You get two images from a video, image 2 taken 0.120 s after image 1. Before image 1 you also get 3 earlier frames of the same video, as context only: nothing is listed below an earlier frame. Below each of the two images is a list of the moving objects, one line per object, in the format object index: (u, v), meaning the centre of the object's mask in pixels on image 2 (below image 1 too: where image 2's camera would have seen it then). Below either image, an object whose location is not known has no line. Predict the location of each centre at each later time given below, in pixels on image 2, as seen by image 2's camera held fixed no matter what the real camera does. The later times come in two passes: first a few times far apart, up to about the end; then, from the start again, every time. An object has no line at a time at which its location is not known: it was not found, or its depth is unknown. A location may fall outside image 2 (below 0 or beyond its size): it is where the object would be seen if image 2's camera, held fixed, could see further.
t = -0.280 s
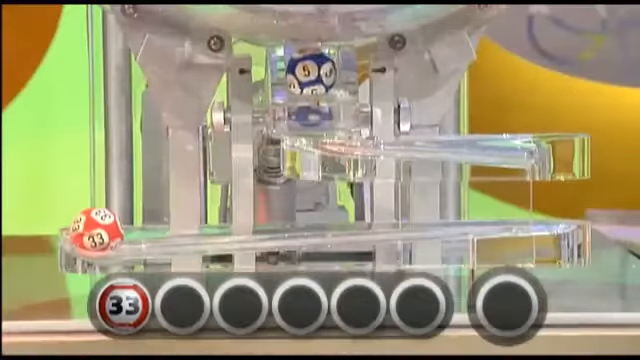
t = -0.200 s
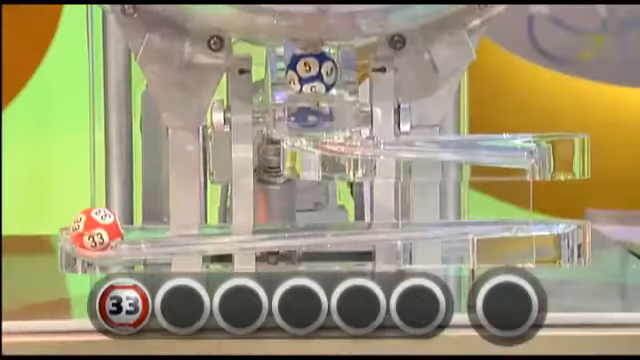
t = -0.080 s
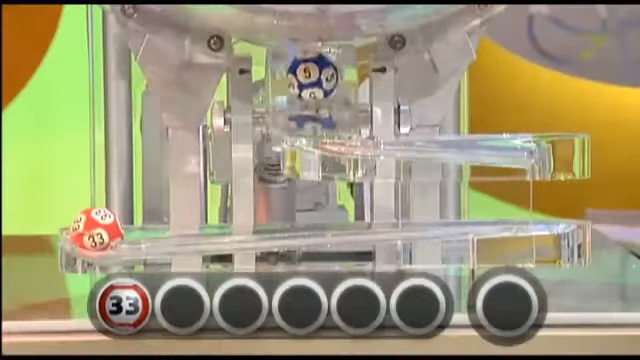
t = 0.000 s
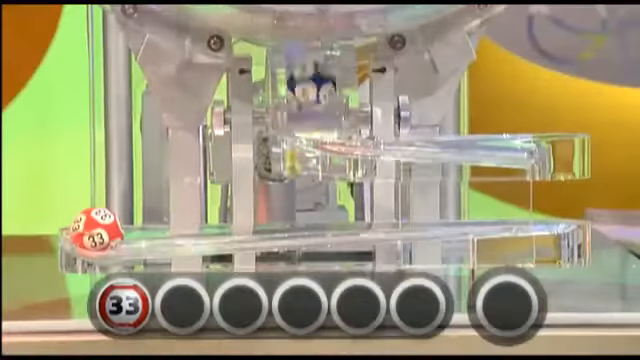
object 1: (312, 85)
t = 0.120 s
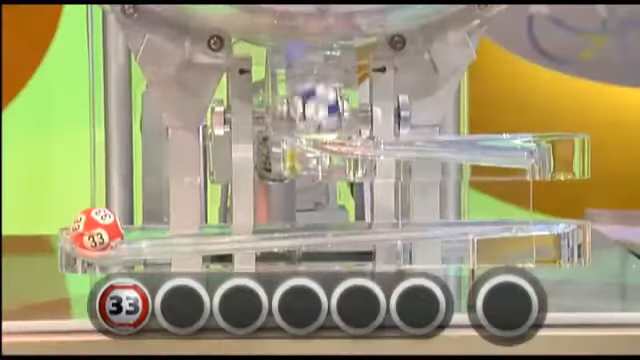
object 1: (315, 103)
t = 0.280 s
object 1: (322, 119)
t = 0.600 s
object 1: (469, 131)
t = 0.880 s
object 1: (552, 170)
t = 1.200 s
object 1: (548, 198)
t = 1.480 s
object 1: (534, 202)
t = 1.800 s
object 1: (499, 205)
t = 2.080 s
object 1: (445, 208)
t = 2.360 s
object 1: (379, 213)
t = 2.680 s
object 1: (283, 217)
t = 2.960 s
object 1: (184, 225)
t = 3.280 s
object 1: (160, 225)
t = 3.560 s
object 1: (154, 226)
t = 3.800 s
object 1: (153, 226)
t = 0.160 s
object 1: (319, 116)
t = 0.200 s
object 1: (317, 116)
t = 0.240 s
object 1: (320, 117)
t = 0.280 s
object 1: (322, 119)
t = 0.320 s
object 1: (332, 121)
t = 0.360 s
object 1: (345, 123)
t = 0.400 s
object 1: (363, 126)
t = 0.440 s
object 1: (386, 125)
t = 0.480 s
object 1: (402, 128)
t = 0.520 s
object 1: (425, 131)
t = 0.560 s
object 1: (446, 131)
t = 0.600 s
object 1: (469, 131)
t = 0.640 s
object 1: (492, 132)
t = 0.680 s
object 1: (516, 135)
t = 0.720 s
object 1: (536, 137)
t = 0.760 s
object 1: (553, 149)
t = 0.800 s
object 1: (554, 150)
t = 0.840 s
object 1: (553, 158)
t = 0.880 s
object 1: (552, 170)
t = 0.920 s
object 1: (552, 189)
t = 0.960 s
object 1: (548, 199)
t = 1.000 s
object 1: (552, 200)
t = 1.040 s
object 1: (552, 197)
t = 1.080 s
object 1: (550, 198)
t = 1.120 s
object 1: (549, 197)
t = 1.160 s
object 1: (549, 197)
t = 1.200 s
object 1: (548, 198)
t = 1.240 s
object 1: (546, 199)
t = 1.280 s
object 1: (545, 201)
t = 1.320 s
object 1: (543, 201)
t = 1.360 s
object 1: (541, 201)
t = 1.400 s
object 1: (539, 201)
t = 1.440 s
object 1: (537, 202)
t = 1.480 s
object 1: (534, 202)
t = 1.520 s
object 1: (531, 202)
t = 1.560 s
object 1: (527, 203)
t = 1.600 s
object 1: (523, 203)
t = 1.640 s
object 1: (520, 204)
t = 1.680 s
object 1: (515, 205)
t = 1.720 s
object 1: (510, 205)
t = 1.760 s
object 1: (504, 205)
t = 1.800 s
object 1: (499, 205)
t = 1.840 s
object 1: (493, 205)
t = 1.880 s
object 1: (486, 206)
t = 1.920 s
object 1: (478, 206)
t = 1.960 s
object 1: (470, 207)
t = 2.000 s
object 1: (462, 207)
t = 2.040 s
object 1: (454, 209)
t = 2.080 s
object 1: (445, 208)
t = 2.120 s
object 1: (437, 209)
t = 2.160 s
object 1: (428, 211)
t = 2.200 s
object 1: (421, 211)
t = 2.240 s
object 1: (409, 211)
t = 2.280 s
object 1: (402, 211)
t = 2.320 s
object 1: (391, 212)
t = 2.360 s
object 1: (379, 213)
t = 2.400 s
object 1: (369, 213)
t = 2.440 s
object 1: (358, 213)
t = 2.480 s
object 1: (346, 215)
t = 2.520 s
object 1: (334, 215)
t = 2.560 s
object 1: (321, 215)
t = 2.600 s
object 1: (308, 216)
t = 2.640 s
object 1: (295, 215)
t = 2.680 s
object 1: (283, 217)
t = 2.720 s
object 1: (272, 218)
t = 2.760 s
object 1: (257, 219)
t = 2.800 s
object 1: (243, 221)
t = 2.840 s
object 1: (228, 222)
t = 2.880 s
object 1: (216, 222)
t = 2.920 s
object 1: (198, 224)
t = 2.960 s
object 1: (184, 225)
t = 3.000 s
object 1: (169, 224)
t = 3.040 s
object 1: (152, 225)
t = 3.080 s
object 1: (151, 224)
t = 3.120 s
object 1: (154, 224)
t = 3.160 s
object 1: (156, 225)
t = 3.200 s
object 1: (158, 225)
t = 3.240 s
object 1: (159, 225)
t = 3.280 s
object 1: (160, 225)
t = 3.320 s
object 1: (160, 225)
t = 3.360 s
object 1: (159, 225)
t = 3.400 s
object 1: (158, 225)
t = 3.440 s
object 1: (157, 225)
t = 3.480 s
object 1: (156, 225)
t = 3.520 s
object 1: (155, 225)
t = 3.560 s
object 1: (154, 226)
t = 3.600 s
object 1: (153, 226)
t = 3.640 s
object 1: (152, 226)
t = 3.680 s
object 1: (153, 225)
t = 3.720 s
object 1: (153, 225)
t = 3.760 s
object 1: (153, 226)
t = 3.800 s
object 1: (153, 226)
